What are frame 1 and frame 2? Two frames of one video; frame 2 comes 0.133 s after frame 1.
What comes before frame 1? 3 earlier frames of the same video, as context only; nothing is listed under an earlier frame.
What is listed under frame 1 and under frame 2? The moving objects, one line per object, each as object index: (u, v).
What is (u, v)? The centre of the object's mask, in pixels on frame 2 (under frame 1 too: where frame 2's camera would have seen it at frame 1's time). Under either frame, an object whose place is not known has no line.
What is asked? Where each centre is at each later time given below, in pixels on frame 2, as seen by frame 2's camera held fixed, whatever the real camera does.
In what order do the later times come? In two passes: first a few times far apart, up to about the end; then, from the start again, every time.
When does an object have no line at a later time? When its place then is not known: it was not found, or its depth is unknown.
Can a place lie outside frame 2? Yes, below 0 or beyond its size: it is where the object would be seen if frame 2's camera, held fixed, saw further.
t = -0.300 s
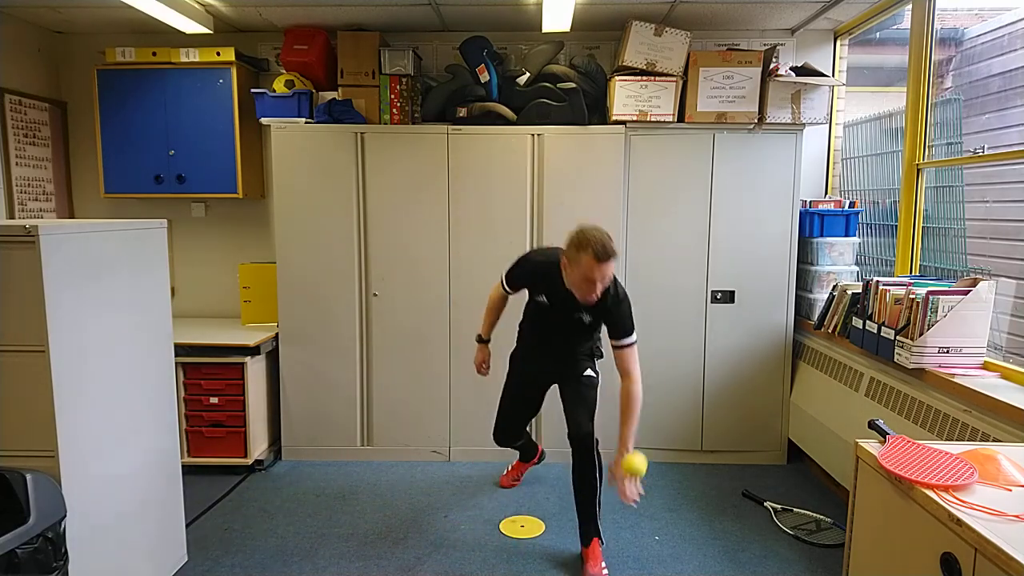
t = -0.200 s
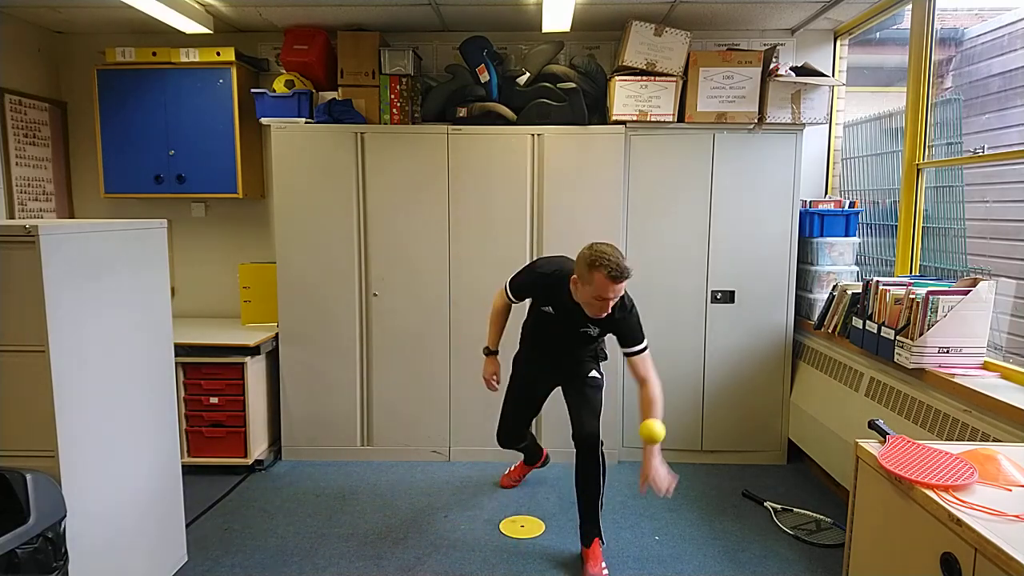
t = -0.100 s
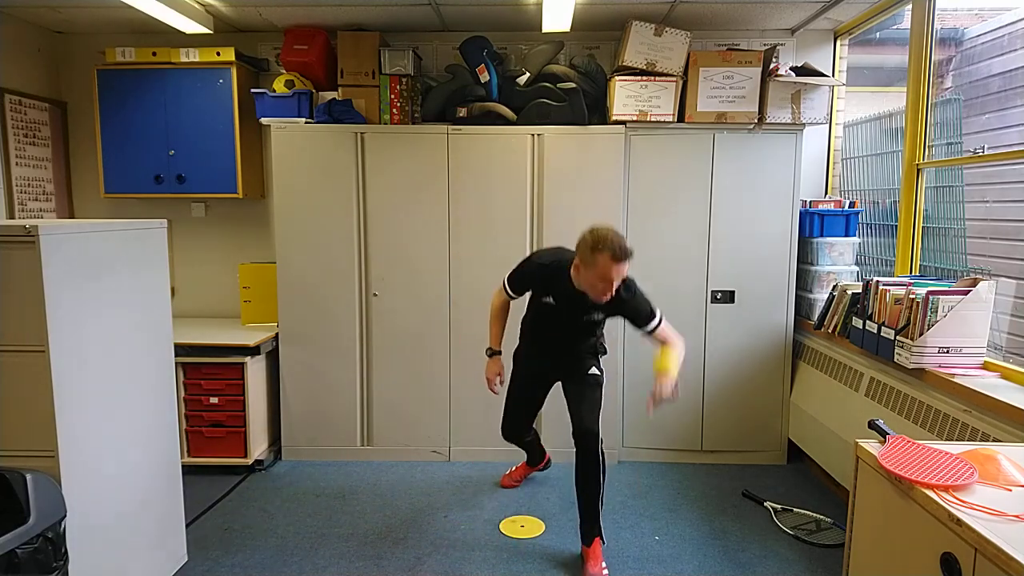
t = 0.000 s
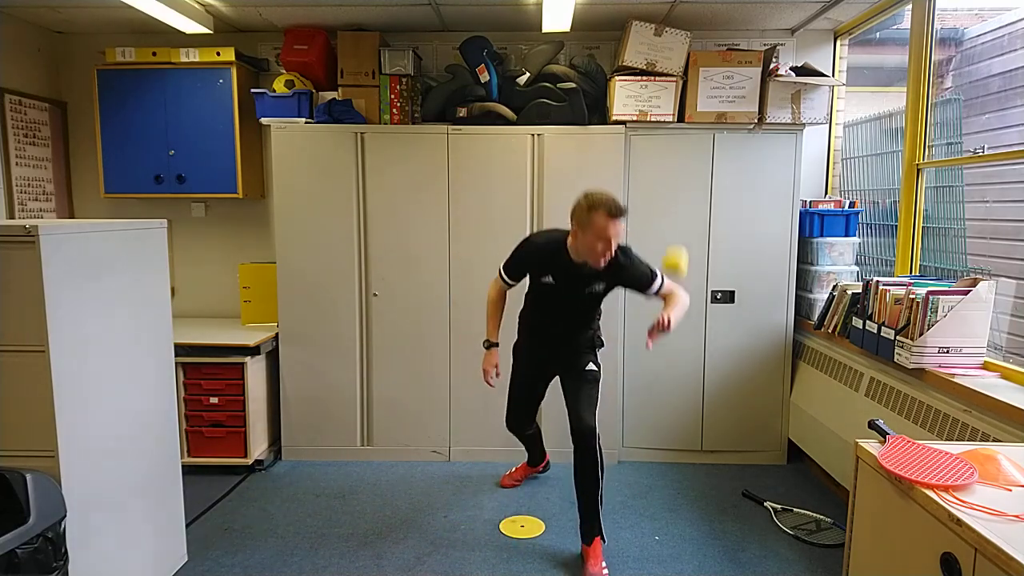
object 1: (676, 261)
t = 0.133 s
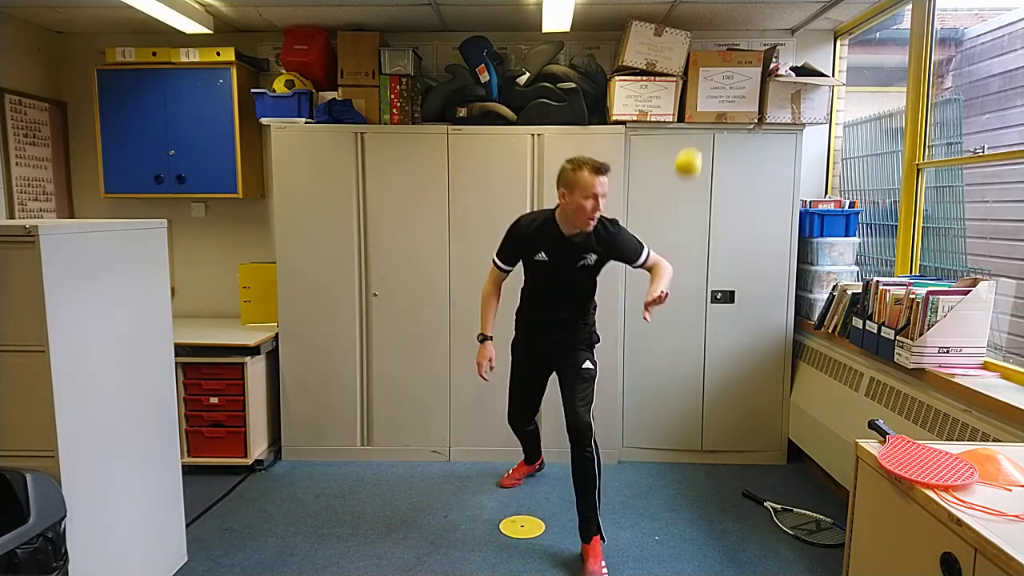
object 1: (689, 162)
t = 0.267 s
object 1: (699, 113)
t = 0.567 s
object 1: (718, 199)
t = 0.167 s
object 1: (691, 145)
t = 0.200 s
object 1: (694, 130)
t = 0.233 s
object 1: (697, 119)
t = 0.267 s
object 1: (699, 113)
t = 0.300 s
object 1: (702, 108)
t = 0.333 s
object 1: (705, 107)
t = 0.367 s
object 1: (707, 109)
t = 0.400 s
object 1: (709, 115)
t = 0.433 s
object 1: (711, 125)
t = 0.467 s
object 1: (713, 137)
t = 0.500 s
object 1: (715, 154)
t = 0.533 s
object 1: (716, 174)
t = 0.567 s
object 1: (718, 199)
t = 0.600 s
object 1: (719, 226)
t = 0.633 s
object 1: (720, 257)
